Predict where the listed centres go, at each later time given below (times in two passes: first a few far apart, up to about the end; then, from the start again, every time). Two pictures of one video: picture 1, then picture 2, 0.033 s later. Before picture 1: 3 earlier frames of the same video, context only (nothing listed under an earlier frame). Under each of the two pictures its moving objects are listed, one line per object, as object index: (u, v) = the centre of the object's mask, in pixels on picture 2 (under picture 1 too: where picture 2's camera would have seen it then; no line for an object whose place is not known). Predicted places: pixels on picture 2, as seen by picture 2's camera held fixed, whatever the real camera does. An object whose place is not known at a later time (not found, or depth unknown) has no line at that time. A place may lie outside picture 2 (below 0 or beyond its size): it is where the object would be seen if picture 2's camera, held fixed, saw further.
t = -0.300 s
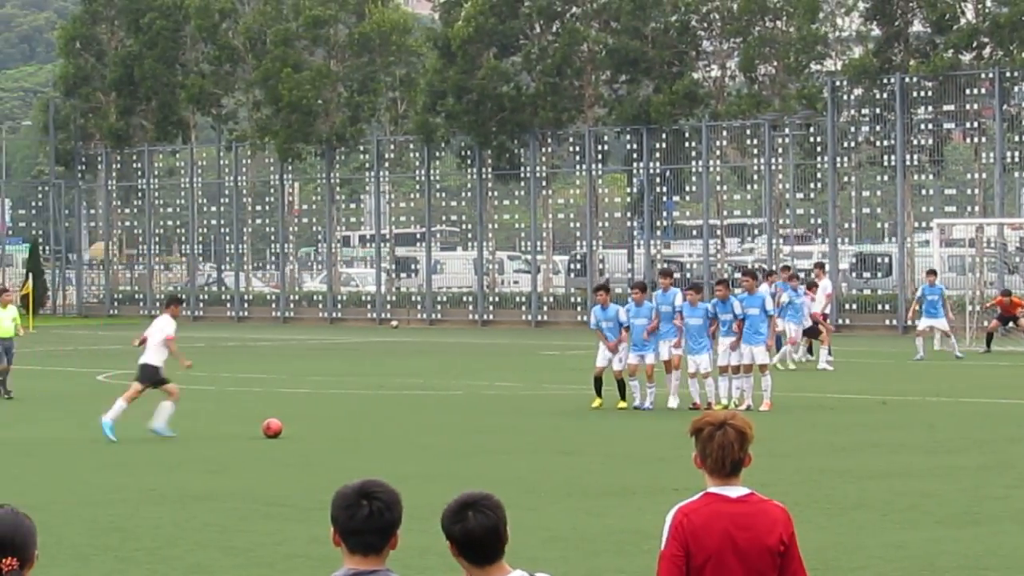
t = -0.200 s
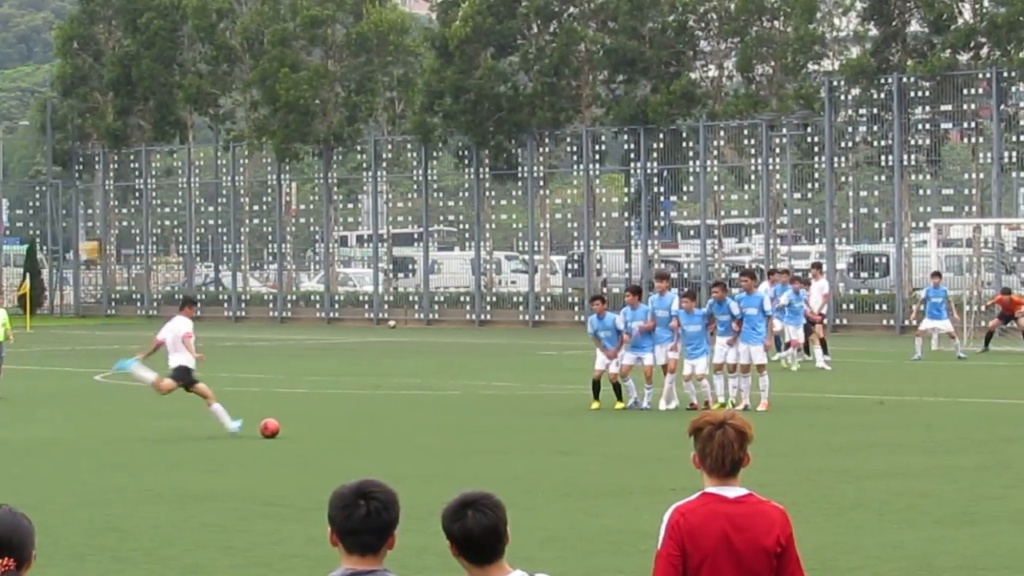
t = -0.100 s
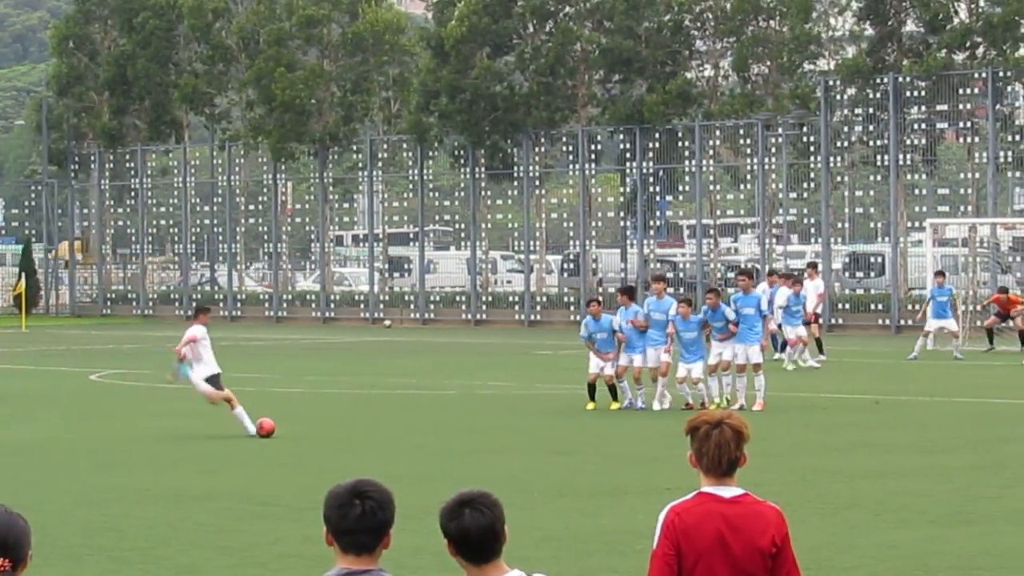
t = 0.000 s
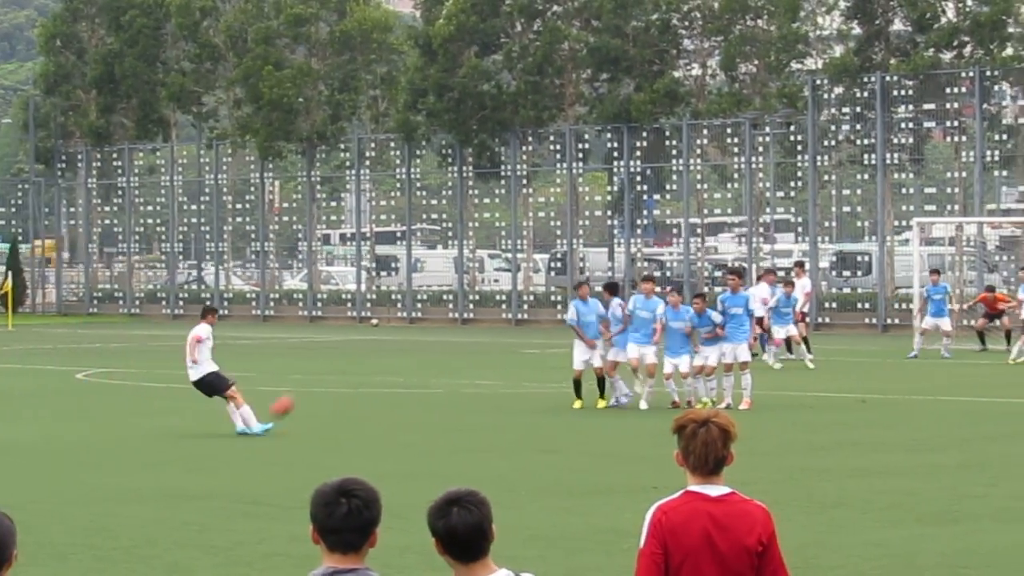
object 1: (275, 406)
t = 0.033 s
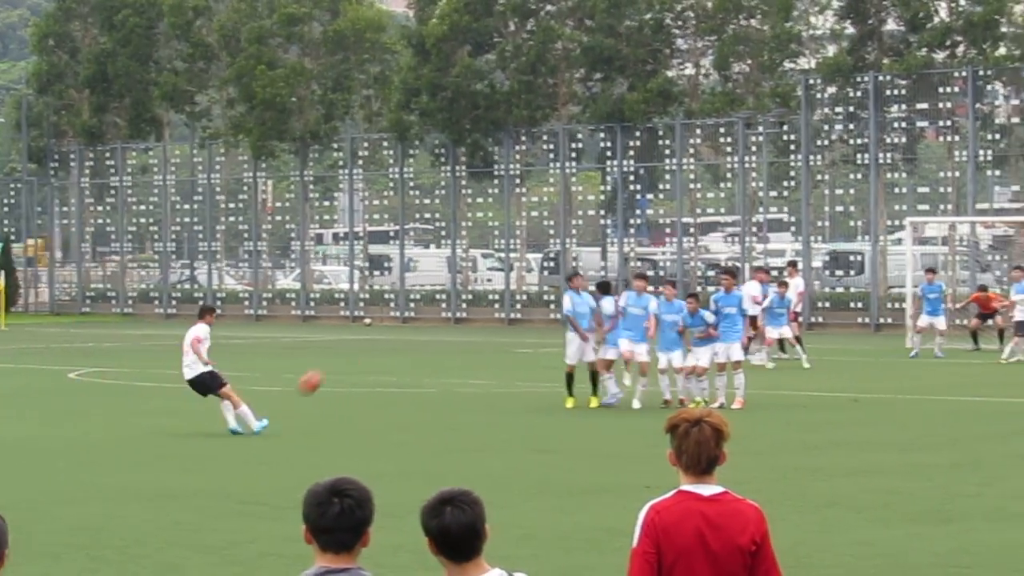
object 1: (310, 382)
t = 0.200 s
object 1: (469, 282)
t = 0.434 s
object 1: (646, 180)
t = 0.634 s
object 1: (777, 126)
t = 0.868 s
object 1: (906, 96)
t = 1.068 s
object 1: (1003, 95)
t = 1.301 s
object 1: (1104, 119)
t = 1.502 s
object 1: (1183, 158)
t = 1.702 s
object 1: (1257, 213)
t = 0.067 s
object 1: (345, 360)
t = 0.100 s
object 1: (378, 338)
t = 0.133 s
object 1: (408, 318)
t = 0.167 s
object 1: (439, 299)
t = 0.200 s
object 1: (469, 282)
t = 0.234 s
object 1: (499, 265)
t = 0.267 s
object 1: (526, 247)
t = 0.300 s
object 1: (553, 233)
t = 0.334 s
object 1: (572, 218)
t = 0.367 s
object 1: (598, 204)
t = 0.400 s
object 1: (622, 191)
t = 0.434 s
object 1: (646, 180)
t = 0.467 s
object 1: (669, 169)
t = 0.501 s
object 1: (693, 158)
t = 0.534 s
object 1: (714, 150)
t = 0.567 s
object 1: (736, 141)
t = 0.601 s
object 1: (756, 133)
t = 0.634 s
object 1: (777, 126)
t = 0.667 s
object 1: (796, 120)
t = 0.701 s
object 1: (816, 114)
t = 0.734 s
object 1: (835, 108)
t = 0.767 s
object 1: (853, 104)
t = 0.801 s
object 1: (871, 101)
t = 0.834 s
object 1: (889, 98)
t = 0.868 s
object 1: (906, 96)
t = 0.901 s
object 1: (923, 94)
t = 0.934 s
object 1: (939, 94)
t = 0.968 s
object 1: (956, 93)
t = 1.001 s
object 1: (972, 93)
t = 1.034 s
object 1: (987, 94)
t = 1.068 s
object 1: (1003, 95)
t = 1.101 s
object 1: (1019, 96)
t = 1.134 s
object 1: (1034, 98)
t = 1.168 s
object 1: (1048, 102)
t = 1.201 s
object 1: (1062, 105)
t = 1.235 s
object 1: (1077, 109)
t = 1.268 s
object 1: (1091, 114)
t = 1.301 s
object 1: (1104, 119)
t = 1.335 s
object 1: (1119, 123)
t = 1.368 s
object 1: (1132, 129)
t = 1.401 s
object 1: (1144, 135)
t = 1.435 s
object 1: (1159, 143)
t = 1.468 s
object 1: (1170, 150)
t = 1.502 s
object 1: (1183, 158)
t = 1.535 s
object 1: (1198, 167)
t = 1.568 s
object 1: (1210, 175)
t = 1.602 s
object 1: (1221, 183)
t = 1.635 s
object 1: (1233, 192)
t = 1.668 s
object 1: (1246, 204)
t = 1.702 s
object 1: (1257, 213)
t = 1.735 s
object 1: (1268, 224)
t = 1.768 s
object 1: (1280, 234)
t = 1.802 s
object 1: (1293, 247)
